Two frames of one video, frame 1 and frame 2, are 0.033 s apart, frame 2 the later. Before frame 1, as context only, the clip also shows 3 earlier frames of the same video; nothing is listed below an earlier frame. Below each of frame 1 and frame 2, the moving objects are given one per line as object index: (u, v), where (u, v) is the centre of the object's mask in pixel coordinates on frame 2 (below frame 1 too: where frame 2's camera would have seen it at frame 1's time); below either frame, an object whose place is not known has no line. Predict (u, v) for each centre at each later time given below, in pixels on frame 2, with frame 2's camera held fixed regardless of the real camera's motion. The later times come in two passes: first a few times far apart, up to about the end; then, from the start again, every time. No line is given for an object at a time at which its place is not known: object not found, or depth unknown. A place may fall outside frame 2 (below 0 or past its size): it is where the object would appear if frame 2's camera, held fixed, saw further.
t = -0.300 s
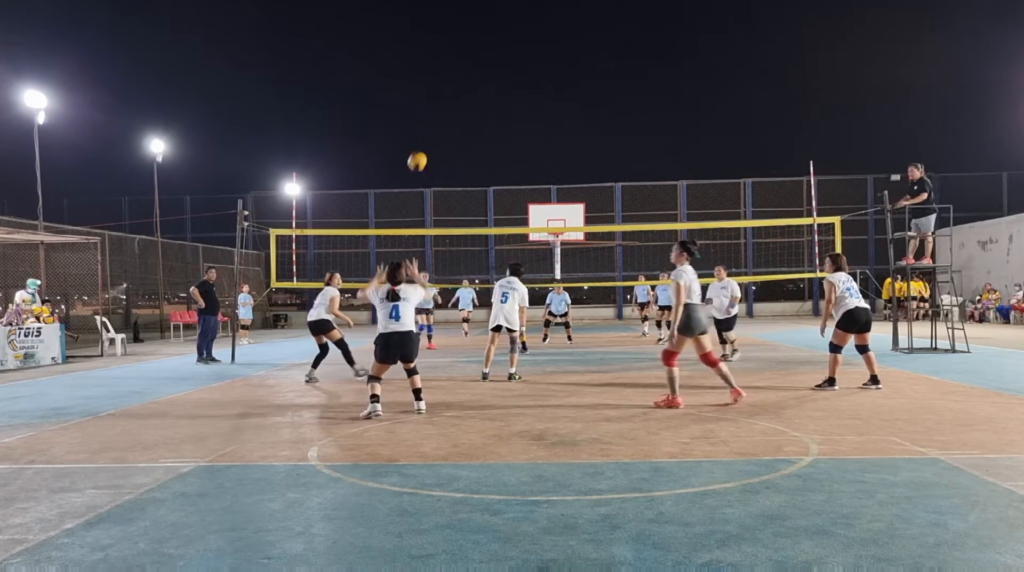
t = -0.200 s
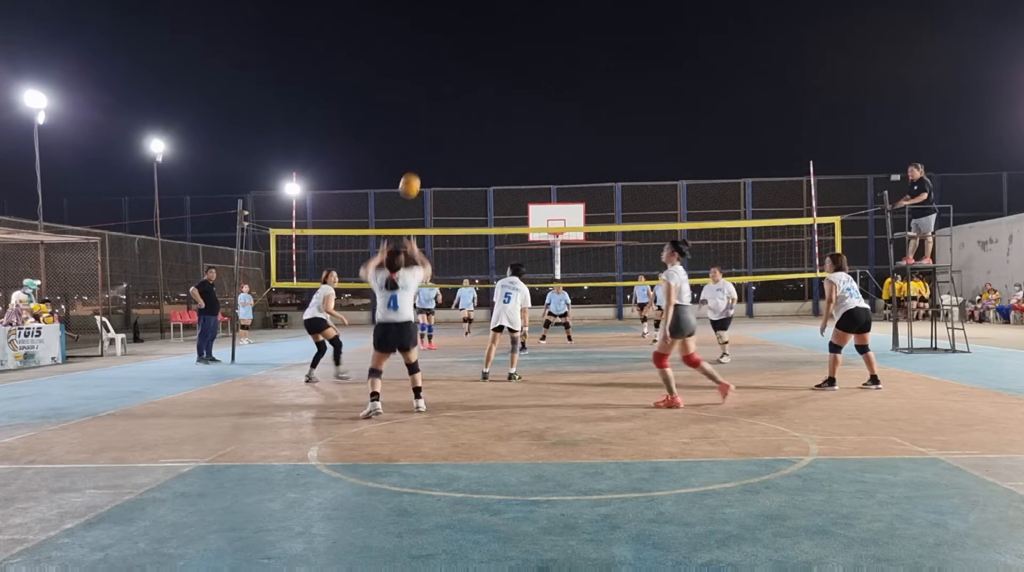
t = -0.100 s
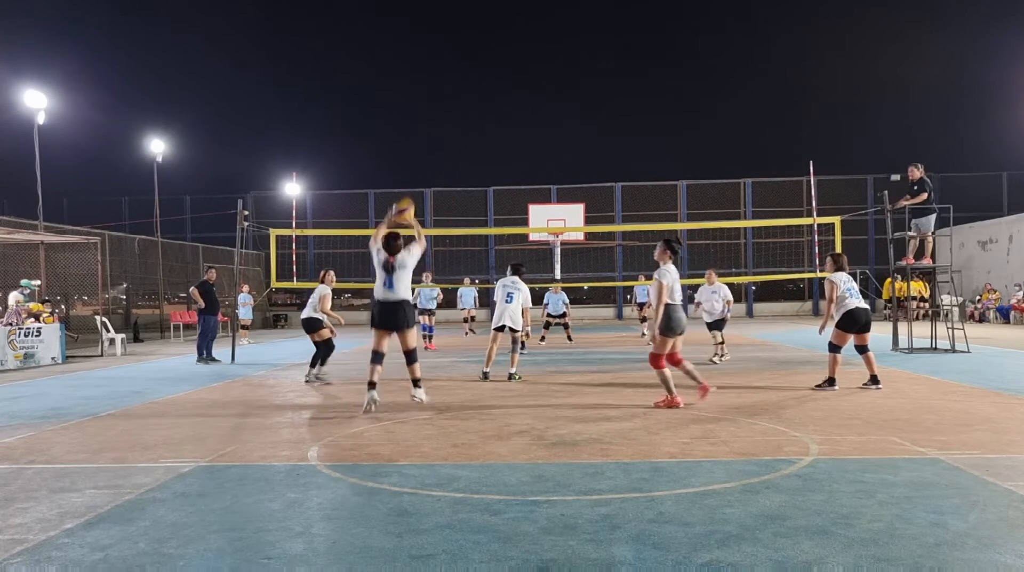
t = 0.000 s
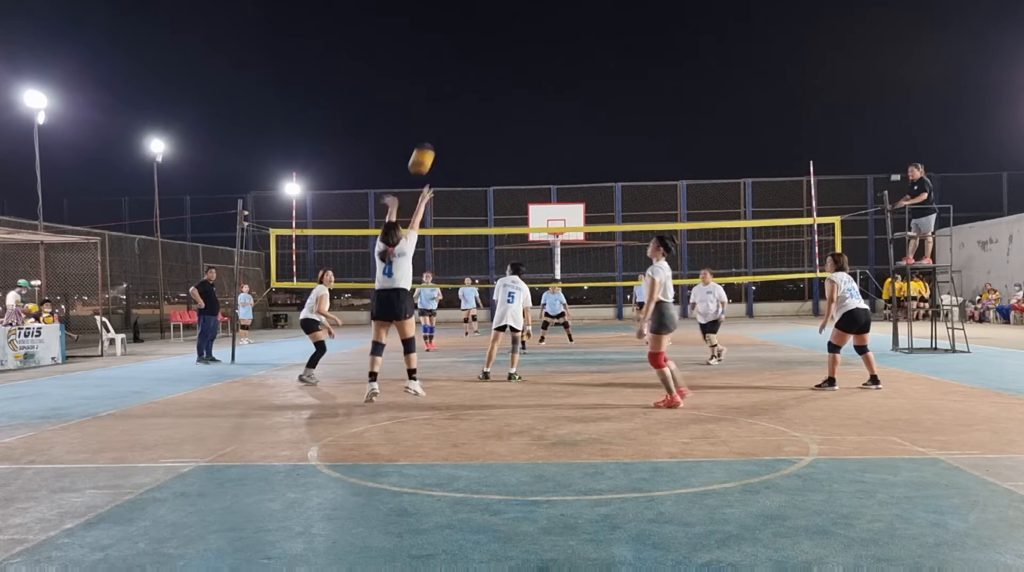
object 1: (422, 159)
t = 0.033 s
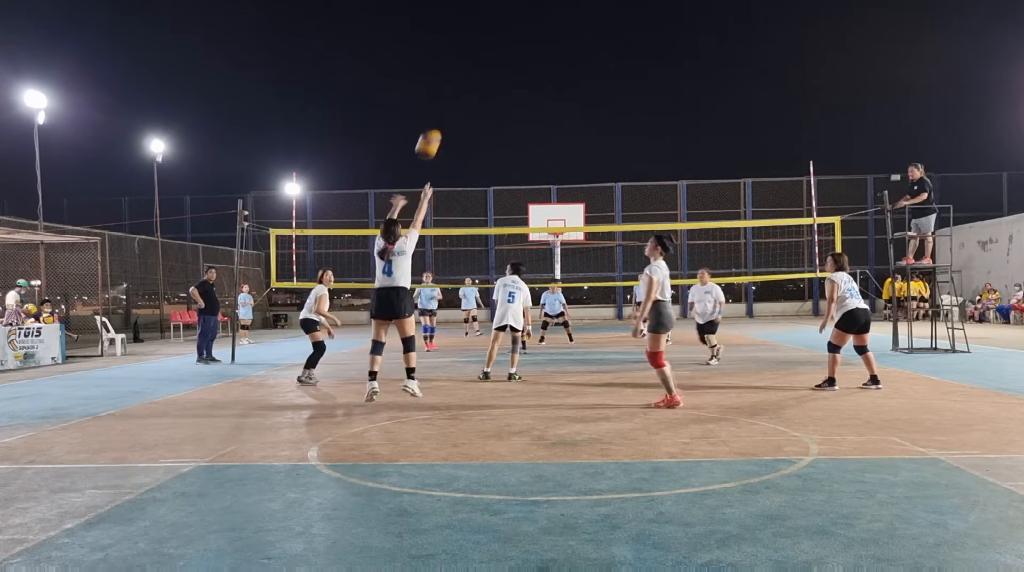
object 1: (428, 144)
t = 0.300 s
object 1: (480, 58)
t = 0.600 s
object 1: (531, 43)
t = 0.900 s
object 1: (578, 99)
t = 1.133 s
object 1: (610, 183)
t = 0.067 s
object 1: (435, 129)
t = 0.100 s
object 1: (442, 114)
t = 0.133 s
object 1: (448, 102)
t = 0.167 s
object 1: (455, 91)
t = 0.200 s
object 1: (461, 81)
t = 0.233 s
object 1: (467, 73)
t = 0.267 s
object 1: (473, 65)
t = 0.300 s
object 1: (480, 58)
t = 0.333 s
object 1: (486, 52)
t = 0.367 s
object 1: (491, 47)
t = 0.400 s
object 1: (497, 44)
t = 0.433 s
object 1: (503, 42)
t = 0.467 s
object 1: (509, 40)
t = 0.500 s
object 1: (514, 39)
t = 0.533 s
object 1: (520, 40)
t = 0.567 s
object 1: (525, 41)
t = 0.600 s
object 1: (531, 43)
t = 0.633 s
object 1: (536, 46)
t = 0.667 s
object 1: (542, 49)
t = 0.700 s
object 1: (547, 55)
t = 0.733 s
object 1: (552, 60)
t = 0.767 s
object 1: (557, 66)
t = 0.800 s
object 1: (563, 73)
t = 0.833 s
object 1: (567, 81)
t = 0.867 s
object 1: (573, 90)
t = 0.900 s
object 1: (578, 99)
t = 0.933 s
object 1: (582, 109)
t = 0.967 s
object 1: (587, 120)
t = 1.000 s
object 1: (592, 132)
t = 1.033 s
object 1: (597, 144)
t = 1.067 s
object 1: (601, 156)
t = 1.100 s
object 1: (606, 170)
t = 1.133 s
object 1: (610, 183)
